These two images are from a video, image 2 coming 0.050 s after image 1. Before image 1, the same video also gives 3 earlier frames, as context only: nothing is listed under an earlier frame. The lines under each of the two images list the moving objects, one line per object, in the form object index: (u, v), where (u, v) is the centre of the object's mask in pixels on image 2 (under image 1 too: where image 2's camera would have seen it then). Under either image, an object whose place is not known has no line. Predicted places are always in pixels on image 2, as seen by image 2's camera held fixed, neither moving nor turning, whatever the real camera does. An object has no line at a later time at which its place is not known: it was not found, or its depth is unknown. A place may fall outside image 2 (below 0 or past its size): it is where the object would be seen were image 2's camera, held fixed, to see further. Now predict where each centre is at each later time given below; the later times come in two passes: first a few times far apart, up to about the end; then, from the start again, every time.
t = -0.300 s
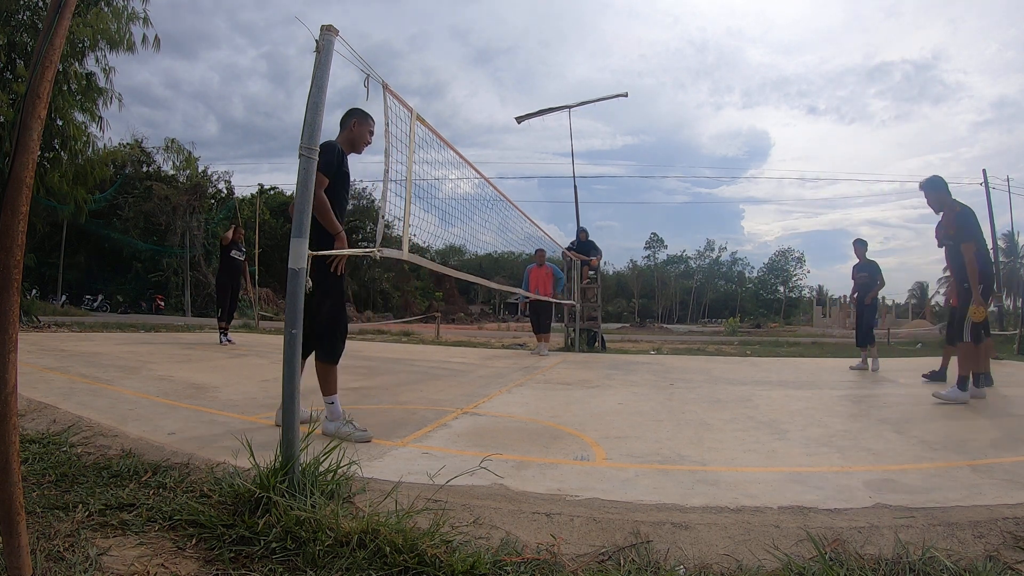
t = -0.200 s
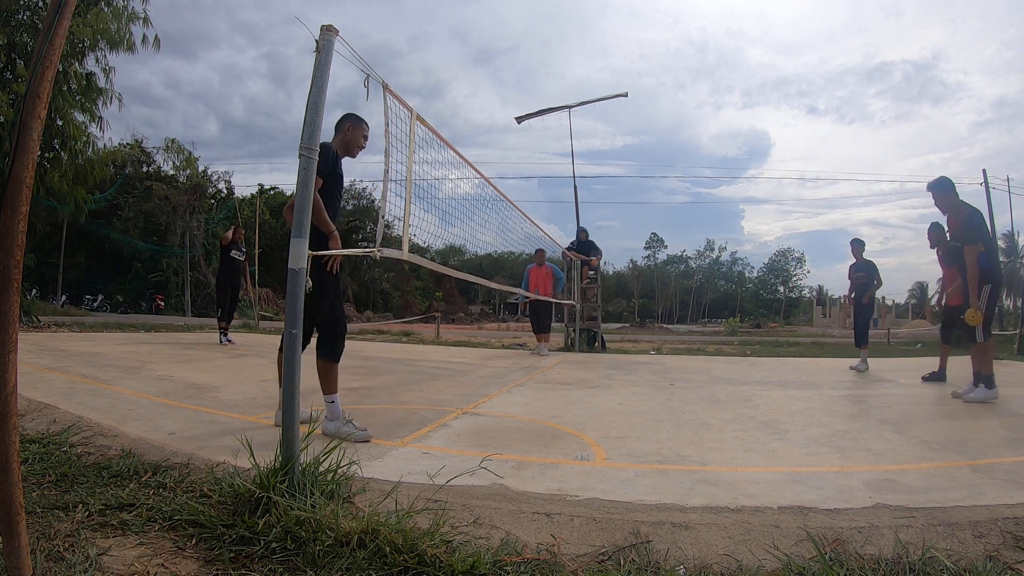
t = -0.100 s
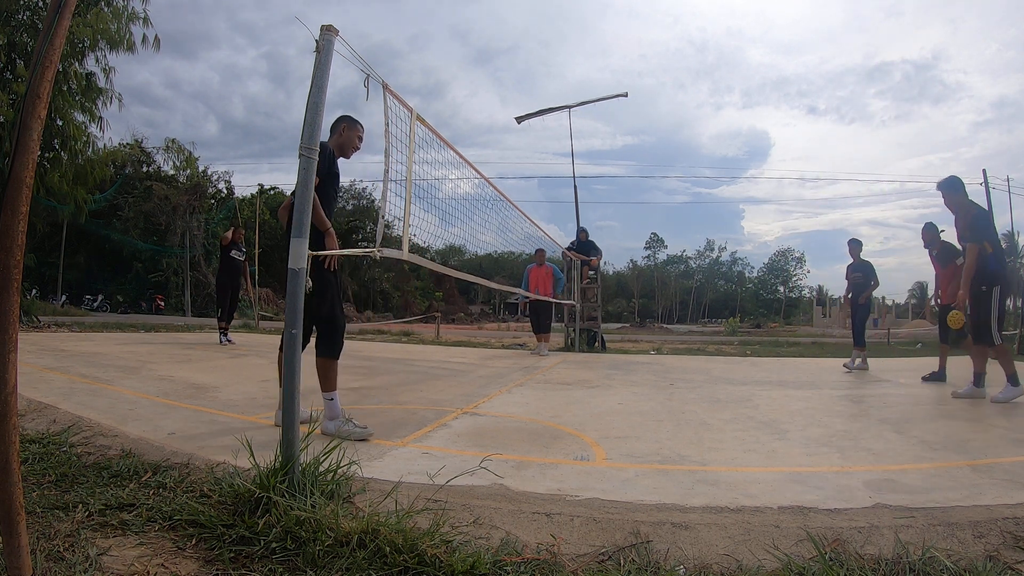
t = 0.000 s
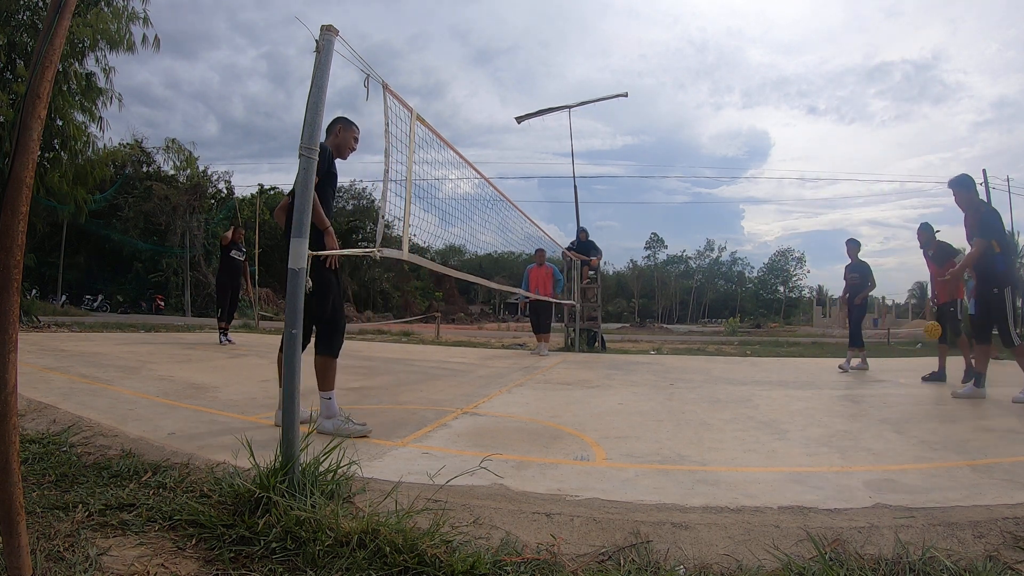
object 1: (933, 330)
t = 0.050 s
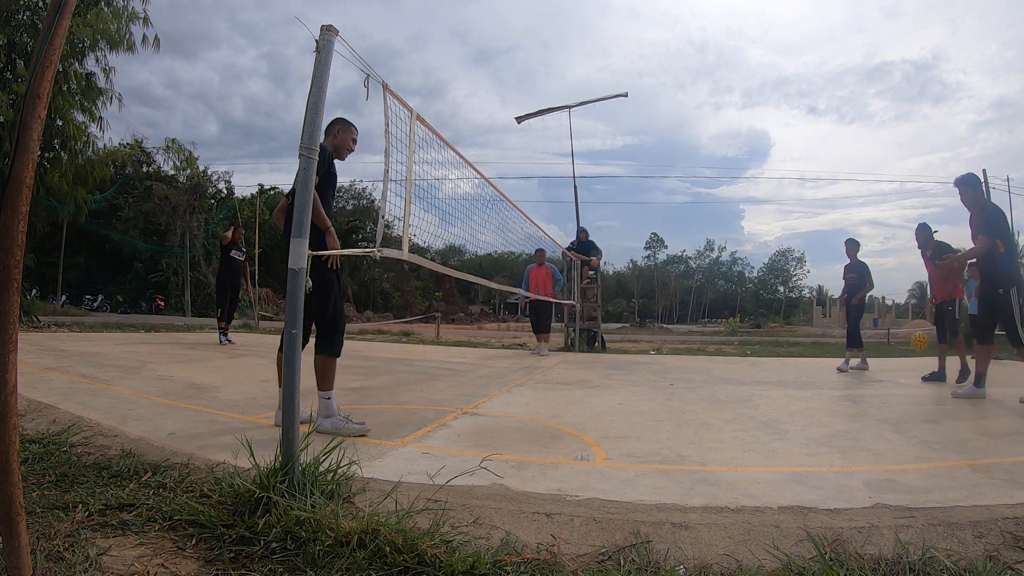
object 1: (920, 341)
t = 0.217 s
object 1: (872, 405)
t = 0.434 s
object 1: (842, 358)
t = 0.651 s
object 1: (803, 386)
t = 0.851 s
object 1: (755, 401)
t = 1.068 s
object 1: (688, 422)
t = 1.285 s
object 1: (620, 427)
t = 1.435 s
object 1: (567, 428)
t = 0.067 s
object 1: (915, 346)
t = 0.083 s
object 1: (911, 351)
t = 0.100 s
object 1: (906, 356)
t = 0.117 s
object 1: (901, 363)
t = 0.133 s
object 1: (897, 369)
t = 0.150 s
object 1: (892, 376)
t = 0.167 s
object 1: (887, 383)
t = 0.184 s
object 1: (882, 391)
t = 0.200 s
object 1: (877, 399)
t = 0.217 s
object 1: (872, 405)
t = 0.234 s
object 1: (870, 399)
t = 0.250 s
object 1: (868, 394)
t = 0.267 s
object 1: (866, 389)
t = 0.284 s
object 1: (864, 384)
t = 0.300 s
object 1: (862, 379)
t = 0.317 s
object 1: (860, 375)
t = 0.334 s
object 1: (857, 372)
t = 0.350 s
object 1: (855, 368)
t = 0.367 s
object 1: (852, 365)
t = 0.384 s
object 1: (850, 363)
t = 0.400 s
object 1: (847, 361)
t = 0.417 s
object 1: (845, 359)
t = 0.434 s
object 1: (842, 358)
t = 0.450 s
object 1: (839, 358)
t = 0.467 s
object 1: (837, 357)
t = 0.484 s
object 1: (834, 358)
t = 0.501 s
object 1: (831, 358)
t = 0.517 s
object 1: (828, 359)
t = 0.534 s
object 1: (825, 361)
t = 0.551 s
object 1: (822, 363)
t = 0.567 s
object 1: (819, 366)
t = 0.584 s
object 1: (816, 369)
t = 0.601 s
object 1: (813, 372)
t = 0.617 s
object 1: (810, 376)
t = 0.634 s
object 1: (806, 381)
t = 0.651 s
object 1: (803, 386)
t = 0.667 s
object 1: (800, 391)
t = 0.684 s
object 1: (796, 397)
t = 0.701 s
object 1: (793, 404)
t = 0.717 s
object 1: (789, 411)
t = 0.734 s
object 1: (785, 418)
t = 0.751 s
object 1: (781, 415)
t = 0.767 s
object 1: (777, 411)
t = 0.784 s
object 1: (773, 408)
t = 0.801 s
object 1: (768, 406)
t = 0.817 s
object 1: (764, 403)
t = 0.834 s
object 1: (759, 402)
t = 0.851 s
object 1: (755, 401)
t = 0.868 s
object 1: (750, 400)
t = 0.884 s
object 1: (745, 400)
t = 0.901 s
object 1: (740, 400)
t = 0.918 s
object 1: (736, 401)
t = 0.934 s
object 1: (731, 402)
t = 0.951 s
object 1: (725, 403)
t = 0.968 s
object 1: (720, 406)
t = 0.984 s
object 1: (715, 408)
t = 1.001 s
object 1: (710, 412)
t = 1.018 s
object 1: (704, 416)
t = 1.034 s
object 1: (699, 420)
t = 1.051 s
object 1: (693, 425)
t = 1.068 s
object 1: (688, 422)
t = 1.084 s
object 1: (683, 420)
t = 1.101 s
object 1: (679, 418)
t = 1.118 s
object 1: (674, 417)
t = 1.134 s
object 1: (669, 416)
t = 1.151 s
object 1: (664, 415)
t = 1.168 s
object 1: (658, 415)
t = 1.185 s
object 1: (653, 416)
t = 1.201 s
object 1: (648, 417)
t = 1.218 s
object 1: (642, 419)
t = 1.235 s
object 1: (637, 421)
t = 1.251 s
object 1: (631, 424)
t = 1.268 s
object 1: (626, 427)
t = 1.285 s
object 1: (620, 427)
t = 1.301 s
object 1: (615, 425)
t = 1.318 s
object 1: (609, 425)
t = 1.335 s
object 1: (603, 424)
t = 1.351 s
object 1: (597, 424)
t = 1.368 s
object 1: (591, 425)
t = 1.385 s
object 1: (585, 426)
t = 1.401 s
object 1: (579, 428)
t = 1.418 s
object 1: (573, 429)
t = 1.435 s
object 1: (567, 428)
